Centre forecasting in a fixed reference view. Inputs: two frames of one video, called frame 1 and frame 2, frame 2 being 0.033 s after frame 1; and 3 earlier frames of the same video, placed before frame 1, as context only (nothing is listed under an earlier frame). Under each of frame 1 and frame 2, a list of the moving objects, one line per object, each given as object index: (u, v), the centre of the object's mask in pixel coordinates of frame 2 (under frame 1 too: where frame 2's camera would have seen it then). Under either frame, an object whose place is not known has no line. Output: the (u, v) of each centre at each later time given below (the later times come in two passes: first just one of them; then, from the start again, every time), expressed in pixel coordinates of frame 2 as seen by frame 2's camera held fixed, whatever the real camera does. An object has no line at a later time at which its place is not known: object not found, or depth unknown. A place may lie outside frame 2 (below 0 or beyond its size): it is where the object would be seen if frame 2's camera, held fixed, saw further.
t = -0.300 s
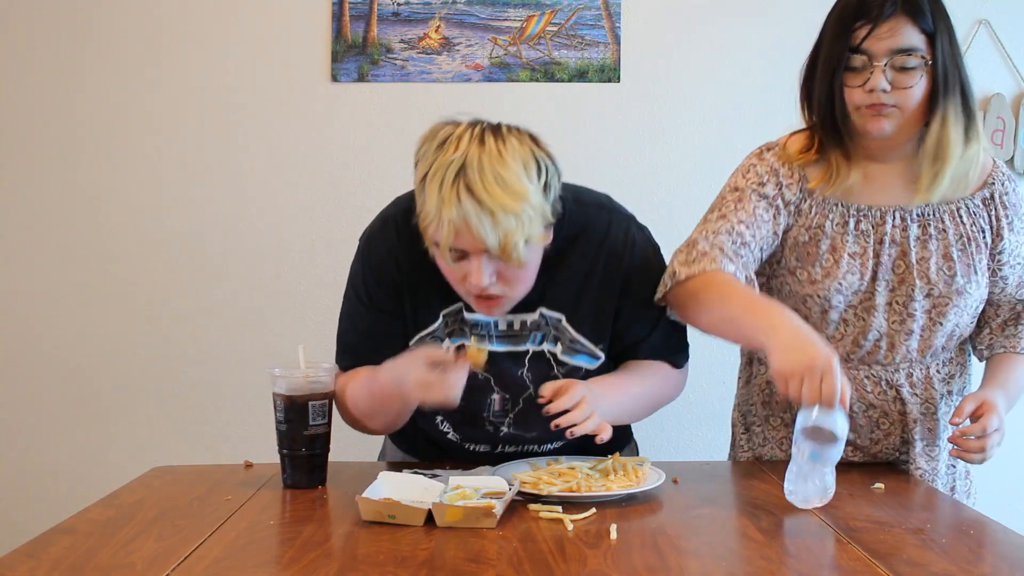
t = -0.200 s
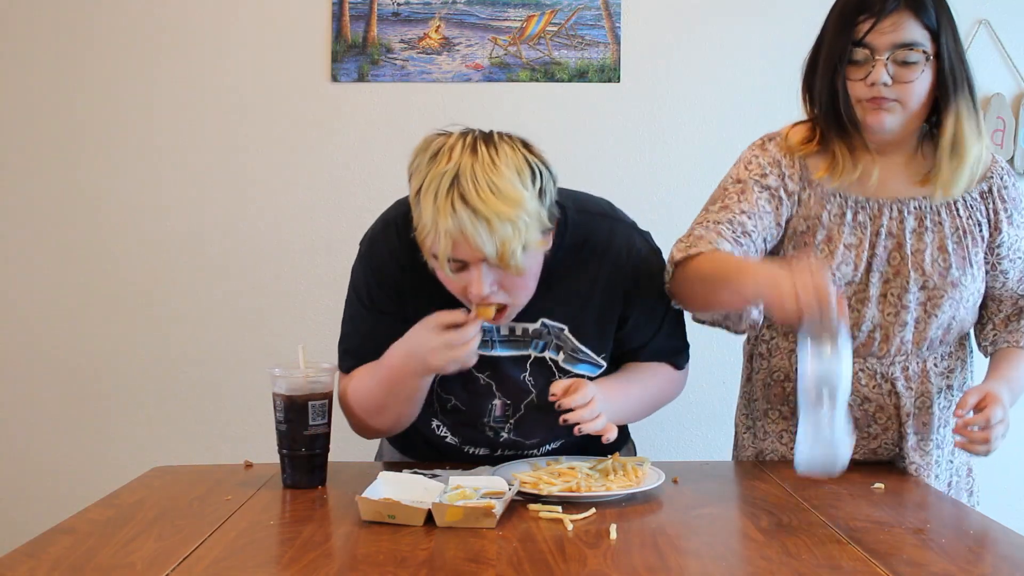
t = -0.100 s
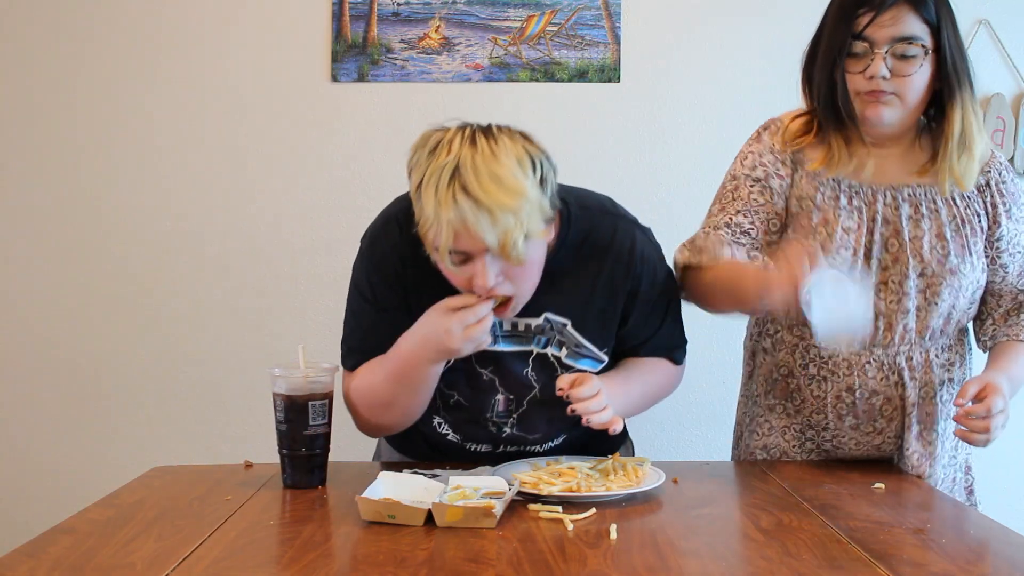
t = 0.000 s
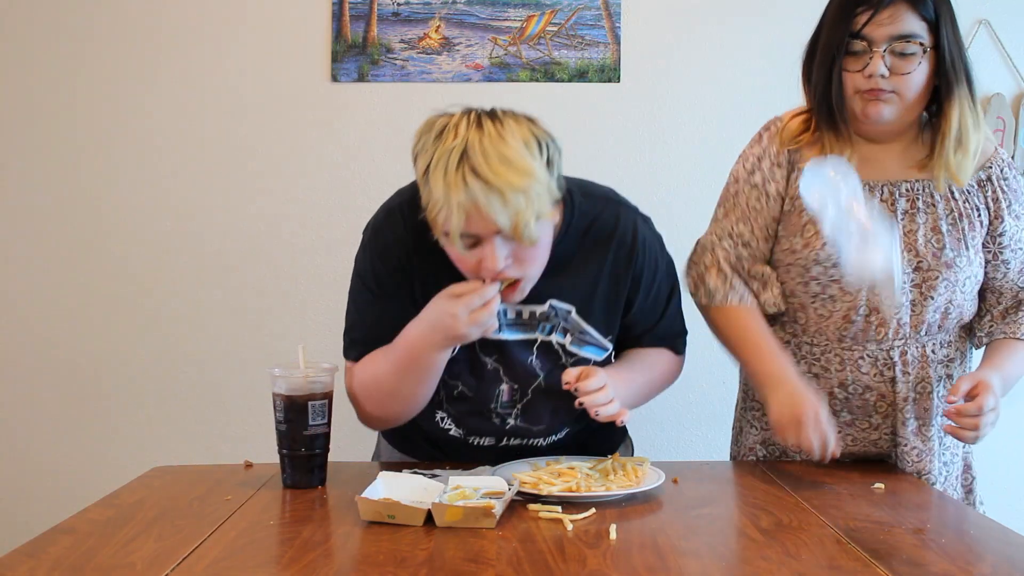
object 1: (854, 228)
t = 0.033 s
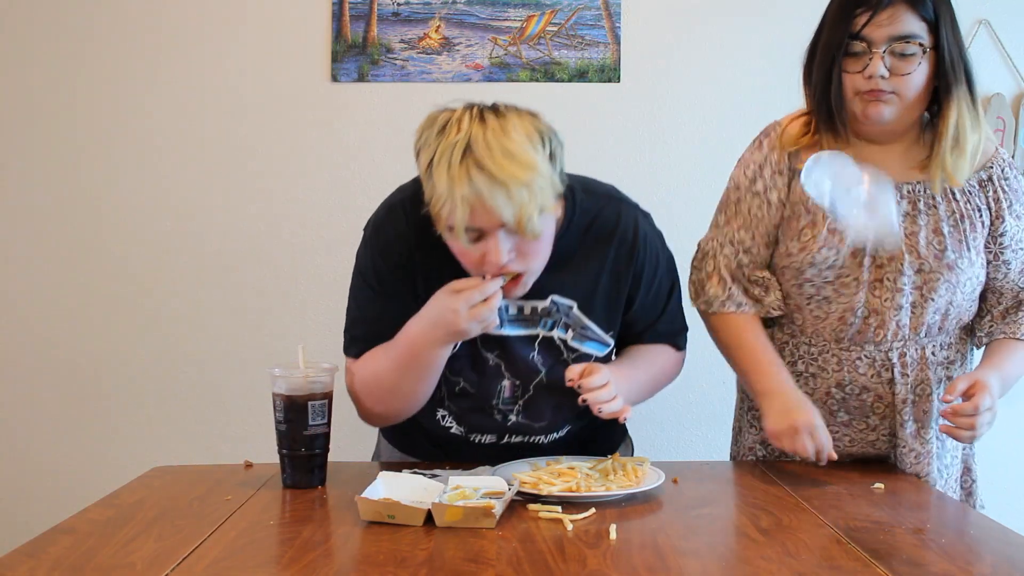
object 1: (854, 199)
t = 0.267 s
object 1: (841, 318)
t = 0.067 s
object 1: (849, 179)
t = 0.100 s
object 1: (844, 177)
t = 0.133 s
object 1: (842, 188)
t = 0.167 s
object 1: (841, 206)
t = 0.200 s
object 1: (841, 233)
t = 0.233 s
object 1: (841, 269)
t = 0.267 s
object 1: (841, 318)
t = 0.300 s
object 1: (841, 372)
